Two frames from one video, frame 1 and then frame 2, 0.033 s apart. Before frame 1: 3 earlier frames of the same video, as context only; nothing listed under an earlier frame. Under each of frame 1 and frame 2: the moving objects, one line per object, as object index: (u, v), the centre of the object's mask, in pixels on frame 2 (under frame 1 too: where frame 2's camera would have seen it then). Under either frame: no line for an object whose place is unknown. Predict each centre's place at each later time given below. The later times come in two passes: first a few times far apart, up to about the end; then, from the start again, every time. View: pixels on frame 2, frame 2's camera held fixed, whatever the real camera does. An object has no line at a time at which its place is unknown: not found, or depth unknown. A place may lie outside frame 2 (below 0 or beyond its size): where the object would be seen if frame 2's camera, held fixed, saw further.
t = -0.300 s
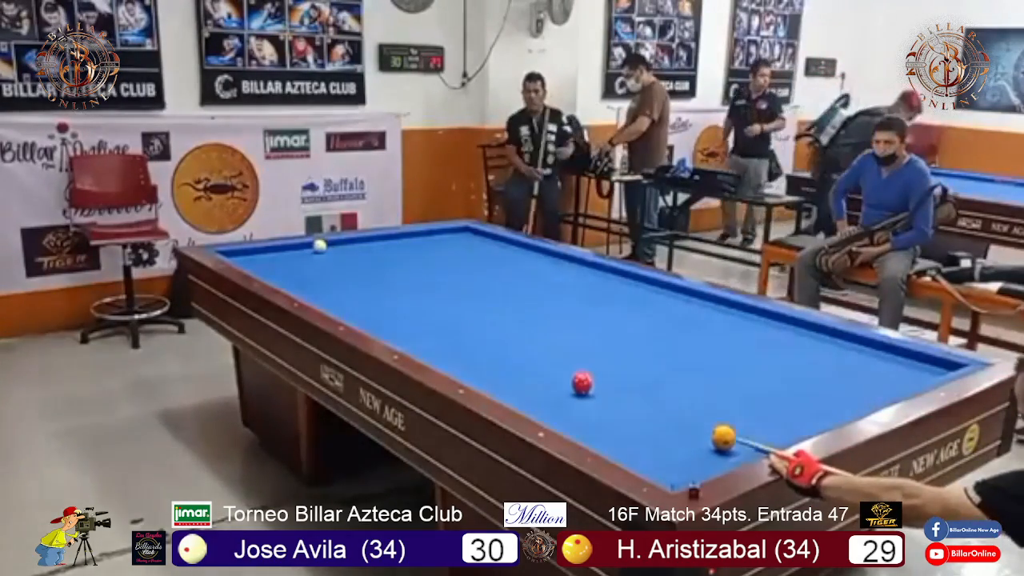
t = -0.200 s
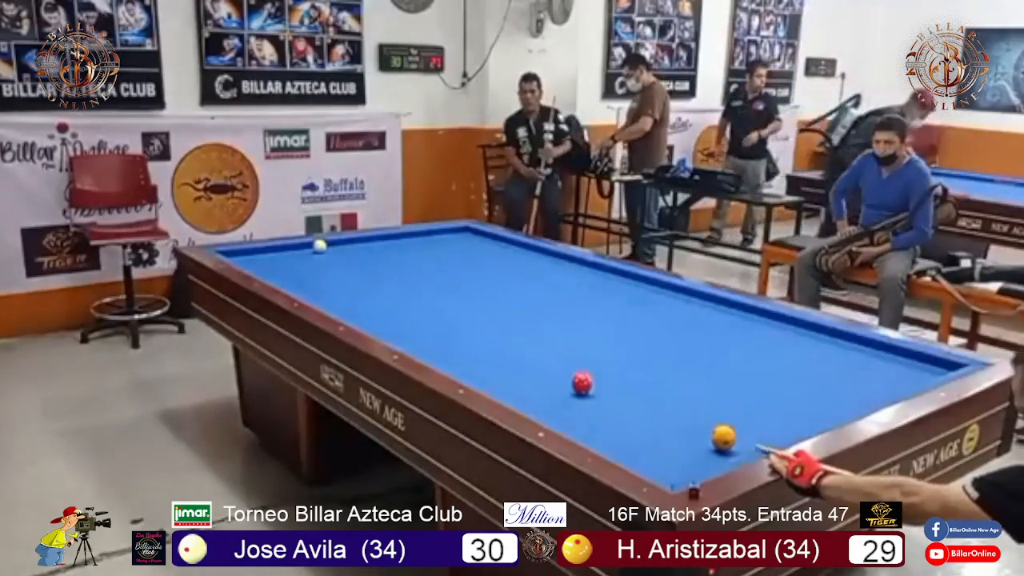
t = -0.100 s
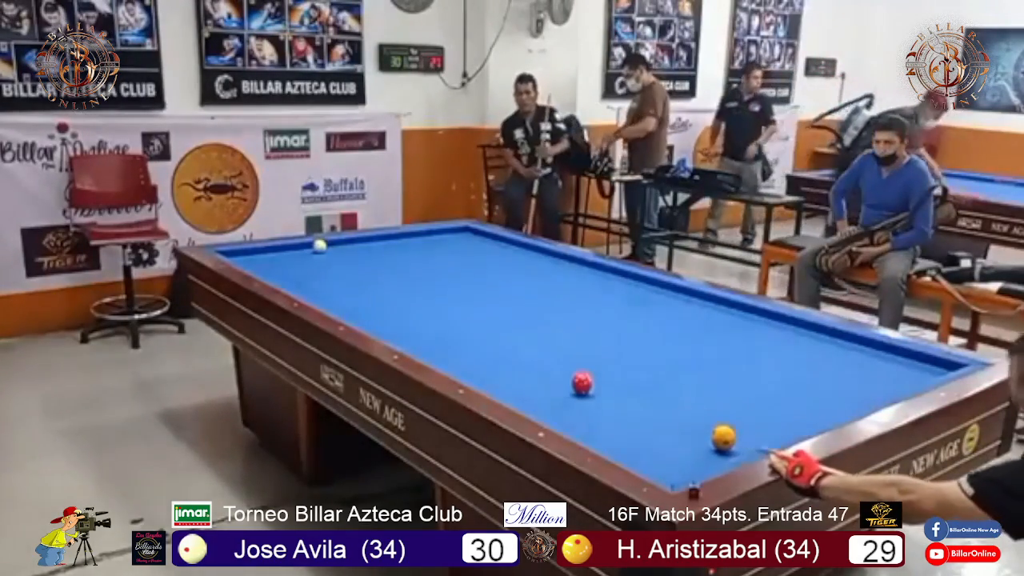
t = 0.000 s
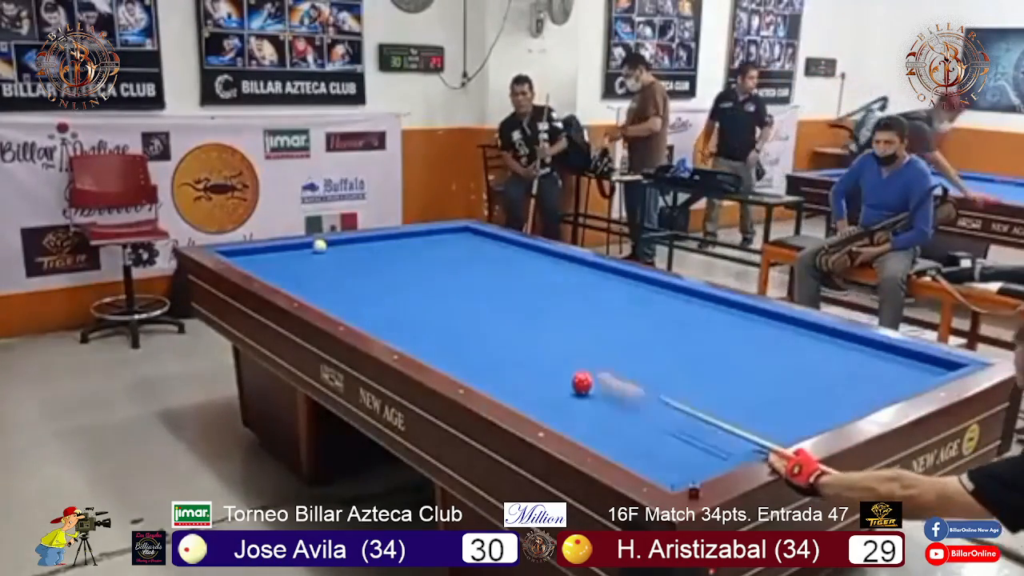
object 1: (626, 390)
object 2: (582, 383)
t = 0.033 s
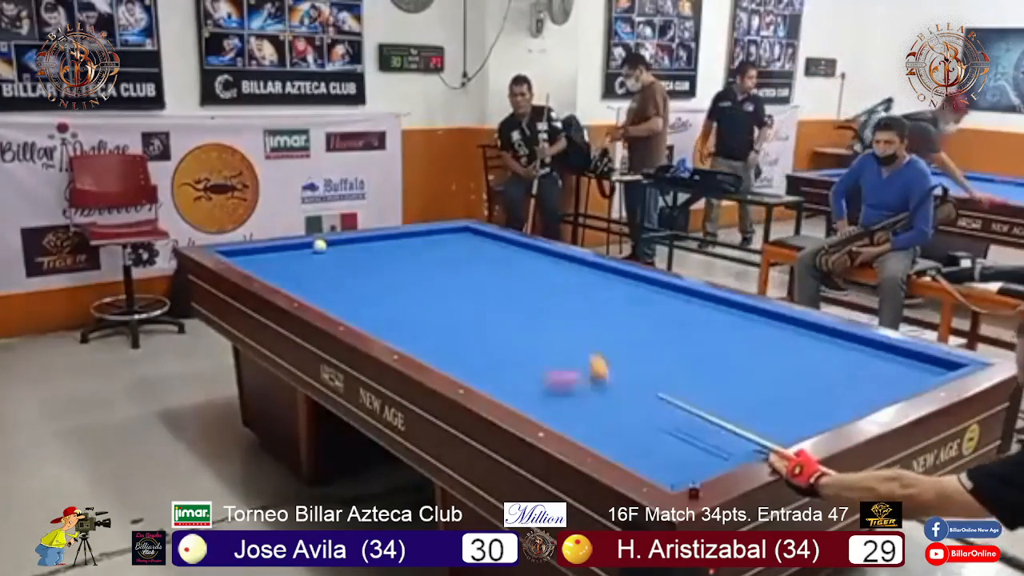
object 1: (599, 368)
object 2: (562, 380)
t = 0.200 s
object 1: (566, 306)
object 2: (496, 364)
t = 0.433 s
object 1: (523, 250)
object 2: (531, 329)
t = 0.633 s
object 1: (440, 230)
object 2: (551, 308)
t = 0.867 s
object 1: (454, 256)
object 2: (570, 288)
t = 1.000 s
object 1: (464, 270)
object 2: (580, 277)
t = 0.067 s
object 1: (591, 352)
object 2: (528, 381)
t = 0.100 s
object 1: (585, 339)
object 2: (498, 379)
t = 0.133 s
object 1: (578, 326)
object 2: (483, 374)
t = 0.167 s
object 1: (572, 316)
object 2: (489, 370)
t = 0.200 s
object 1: (566, 306)
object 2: (496, 364)
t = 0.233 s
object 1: (560, 296)
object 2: (502, 357)
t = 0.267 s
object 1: (554, 287)
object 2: (508, 352)
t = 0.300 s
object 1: (548, 279)
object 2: (513, 347)
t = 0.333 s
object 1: (542, 271)
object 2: (519, 341)
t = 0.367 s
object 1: (536, 264)
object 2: (523, 337)
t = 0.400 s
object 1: (530, 257)
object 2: (527, 333)
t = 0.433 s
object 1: (523, 250)
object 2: (531, 329)
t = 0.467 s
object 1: (516, 244)
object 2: (535, 325)
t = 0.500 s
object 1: (510, 239)
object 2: (538, 322)
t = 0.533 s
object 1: (494, 235)
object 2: (541, 318)
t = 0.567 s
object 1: (474, 232)
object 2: (545, 314)
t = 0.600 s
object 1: (454, 230)
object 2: (548, 311)
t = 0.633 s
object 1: (440, 230)
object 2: (551, 308)
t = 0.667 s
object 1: (439, 233)
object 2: (554, 305)
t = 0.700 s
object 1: (442, 237)
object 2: (558, 301)
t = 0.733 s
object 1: (444, 240)
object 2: (560, 299)
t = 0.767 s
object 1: (447, 244)
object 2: (562, 295)
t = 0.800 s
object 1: (449, 248)
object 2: (565, 293)
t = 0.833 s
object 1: (452, 252)
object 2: (568, 290)
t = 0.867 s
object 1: (454, 256)
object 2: (570, 288)
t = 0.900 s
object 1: (457, 259)
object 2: (572, 286)
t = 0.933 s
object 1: (459, 263)
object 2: (575, 283)
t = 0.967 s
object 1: (462, 267)
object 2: (577, 280)
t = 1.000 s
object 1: (464, 270)
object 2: (580, 277)
